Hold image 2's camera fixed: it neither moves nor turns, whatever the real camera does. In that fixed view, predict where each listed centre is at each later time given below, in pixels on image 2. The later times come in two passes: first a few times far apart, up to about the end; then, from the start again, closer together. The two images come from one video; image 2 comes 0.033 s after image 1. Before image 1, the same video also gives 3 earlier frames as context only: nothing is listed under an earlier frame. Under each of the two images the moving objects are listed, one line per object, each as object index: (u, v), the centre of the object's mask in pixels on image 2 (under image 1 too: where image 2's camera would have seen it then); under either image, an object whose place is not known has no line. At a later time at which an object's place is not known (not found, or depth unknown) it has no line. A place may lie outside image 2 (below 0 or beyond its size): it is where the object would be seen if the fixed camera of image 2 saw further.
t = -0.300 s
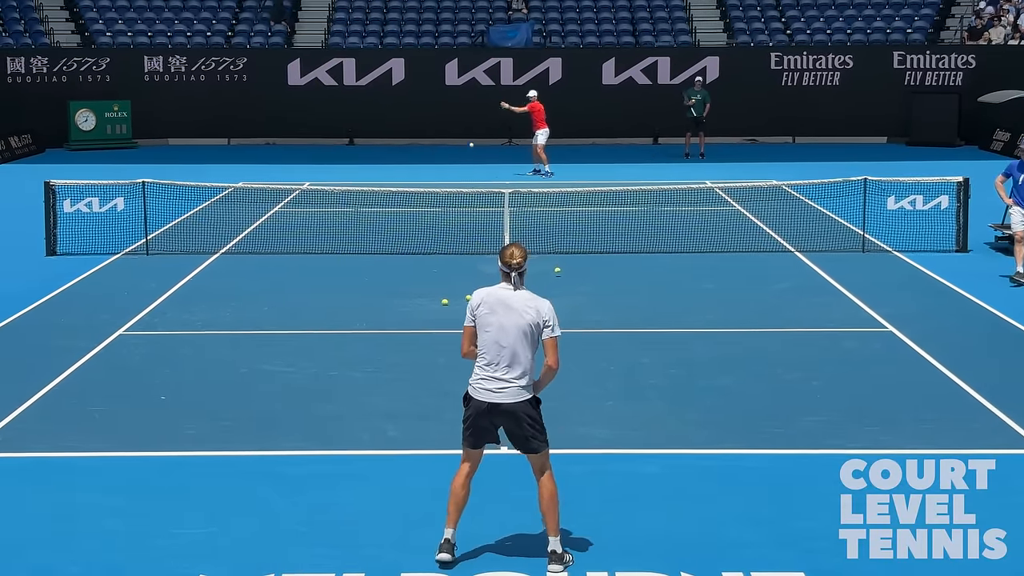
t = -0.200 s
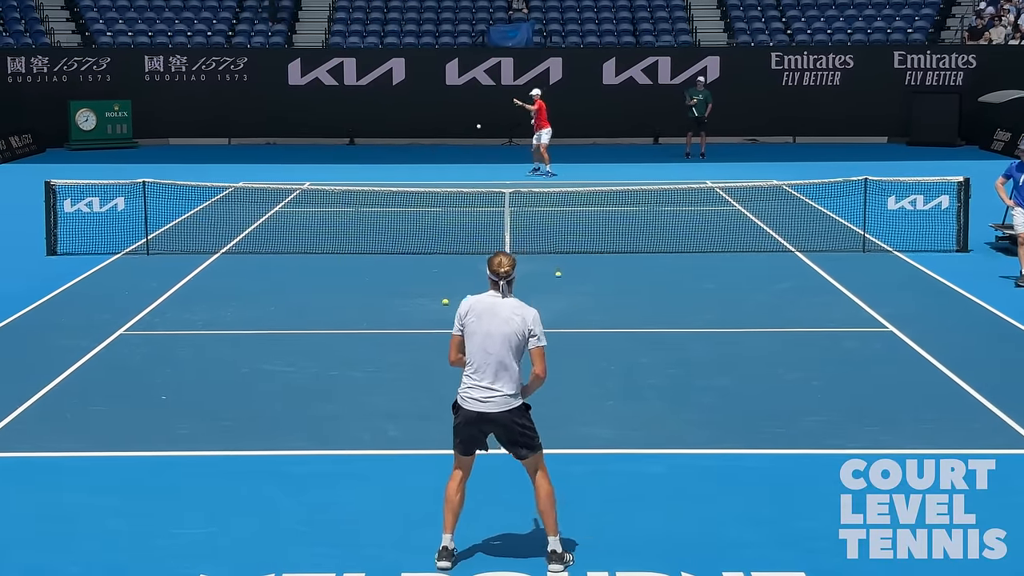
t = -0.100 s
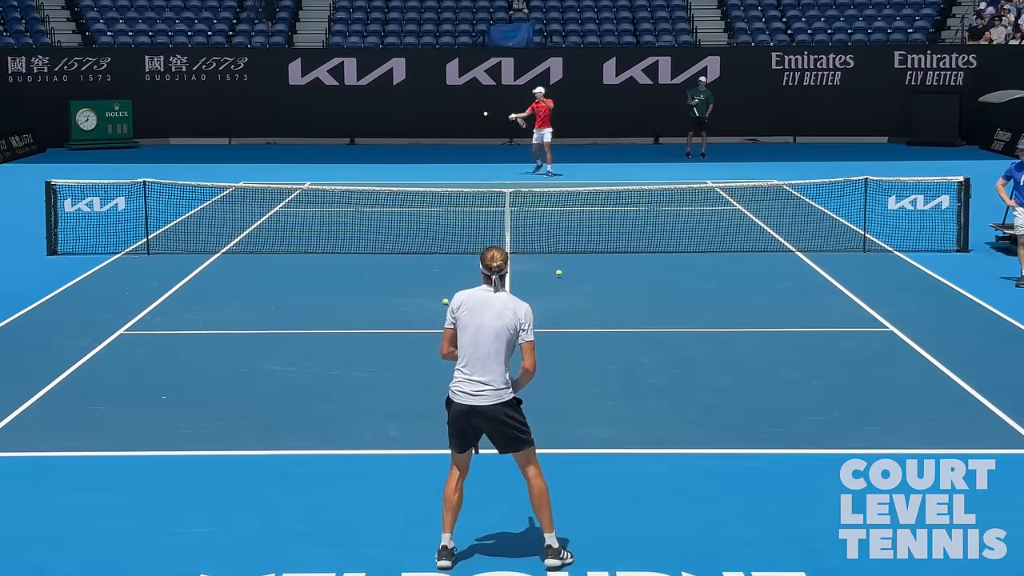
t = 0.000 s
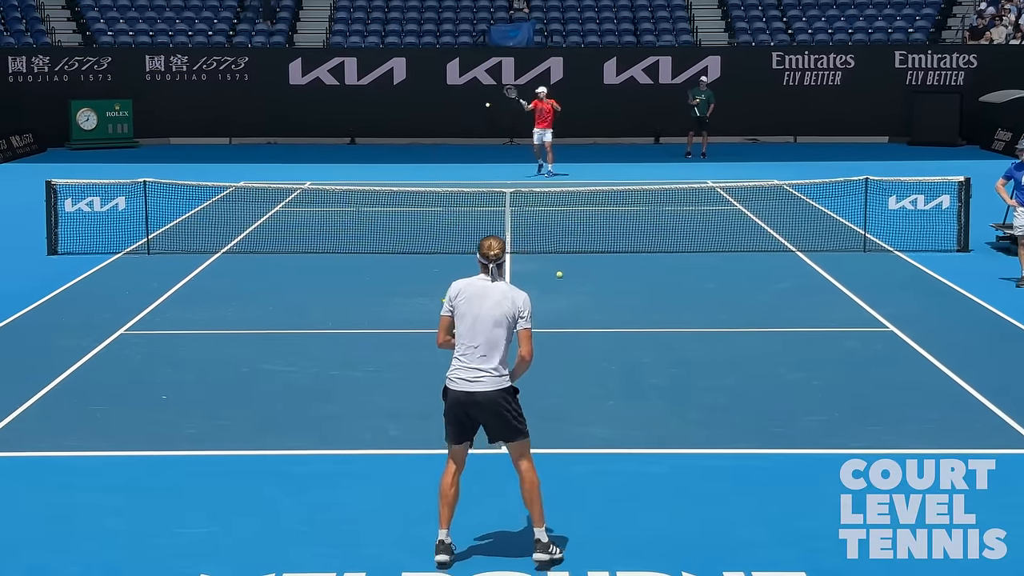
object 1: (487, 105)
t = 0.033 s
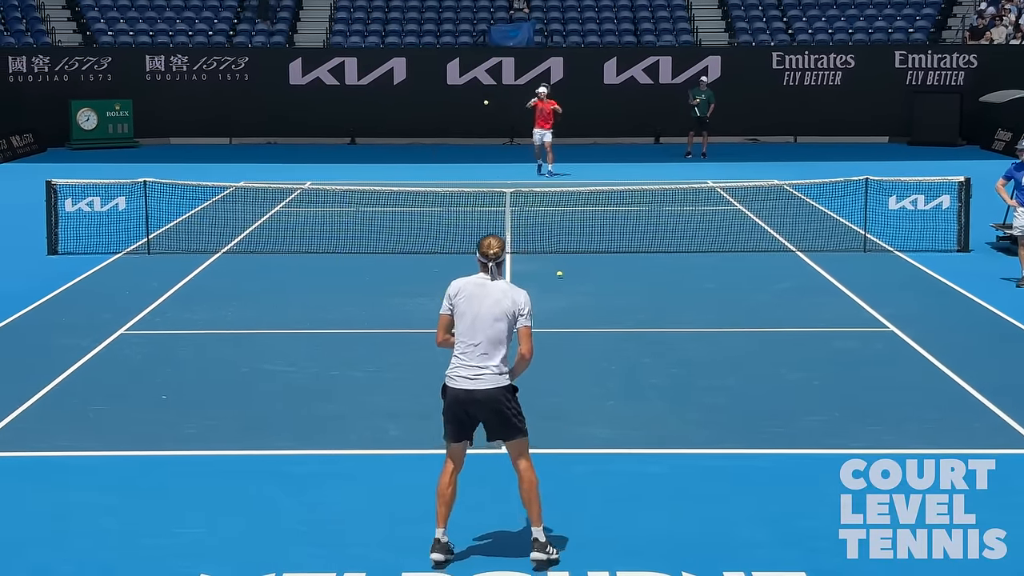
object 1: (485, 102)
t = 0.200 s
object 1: (475, 101)
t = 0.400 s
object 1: (459, 135)
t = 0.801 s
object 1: (405, 394)
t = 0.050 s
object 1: (484, 101)
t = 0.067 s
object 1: (484, 100)
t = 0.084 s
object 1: (483, 100)
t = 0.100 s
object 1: (482, 99)
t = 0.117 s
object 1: (481, 99)
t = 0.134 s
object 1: (480, 99)
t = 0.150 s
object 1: (479, 100)
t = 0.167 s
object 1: (477, 100)
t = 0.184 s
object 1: (476, 101)
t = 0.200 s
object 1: (475, 101)
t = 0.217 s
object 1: (474, 103)
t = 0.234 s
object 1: (473, 104)
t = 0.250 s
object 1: (472, 106)
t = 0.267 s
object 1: (471, 108)
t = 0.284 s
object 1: (469, 110)
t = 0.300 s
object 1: (468, 112)
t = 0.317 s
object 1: (467, 115)
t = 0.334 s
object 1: (465, 119)
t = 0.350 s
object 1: (464, 122)
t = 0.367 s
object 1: (462, 126)
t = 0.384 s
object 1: (461, 130)
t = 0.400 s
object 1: (459, 135)
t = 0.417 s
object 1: (458, 139)
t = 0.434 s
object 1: (456, 145)
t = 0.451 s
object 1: (454, 150)
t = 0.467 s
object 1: (453, 157)
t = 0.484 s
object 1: (451, 162)
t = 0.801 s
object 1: (405, 394)
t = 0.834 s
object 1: (400, 394)
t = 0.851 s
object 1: (397, 390)
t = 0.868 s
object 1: (395, 386)
